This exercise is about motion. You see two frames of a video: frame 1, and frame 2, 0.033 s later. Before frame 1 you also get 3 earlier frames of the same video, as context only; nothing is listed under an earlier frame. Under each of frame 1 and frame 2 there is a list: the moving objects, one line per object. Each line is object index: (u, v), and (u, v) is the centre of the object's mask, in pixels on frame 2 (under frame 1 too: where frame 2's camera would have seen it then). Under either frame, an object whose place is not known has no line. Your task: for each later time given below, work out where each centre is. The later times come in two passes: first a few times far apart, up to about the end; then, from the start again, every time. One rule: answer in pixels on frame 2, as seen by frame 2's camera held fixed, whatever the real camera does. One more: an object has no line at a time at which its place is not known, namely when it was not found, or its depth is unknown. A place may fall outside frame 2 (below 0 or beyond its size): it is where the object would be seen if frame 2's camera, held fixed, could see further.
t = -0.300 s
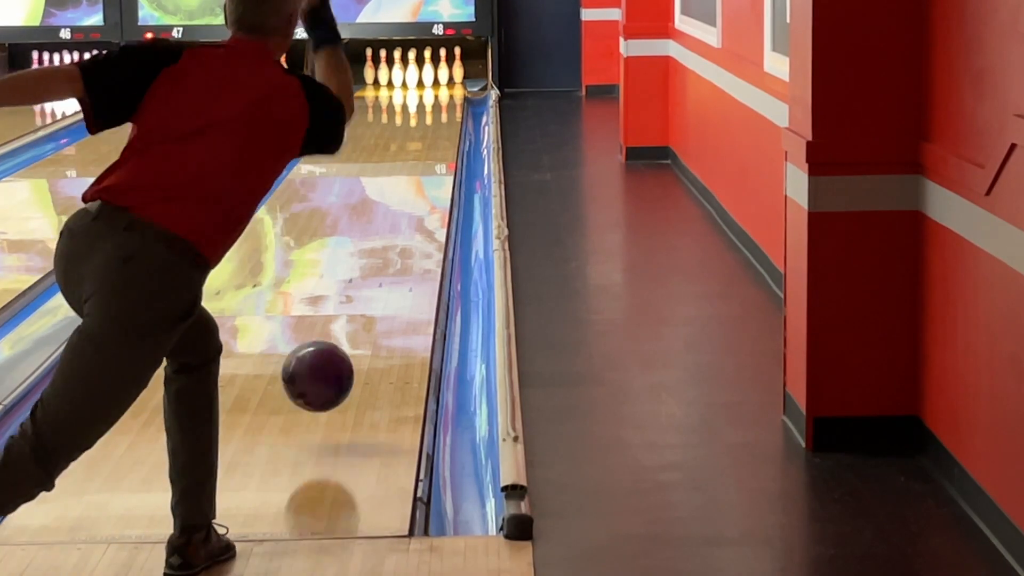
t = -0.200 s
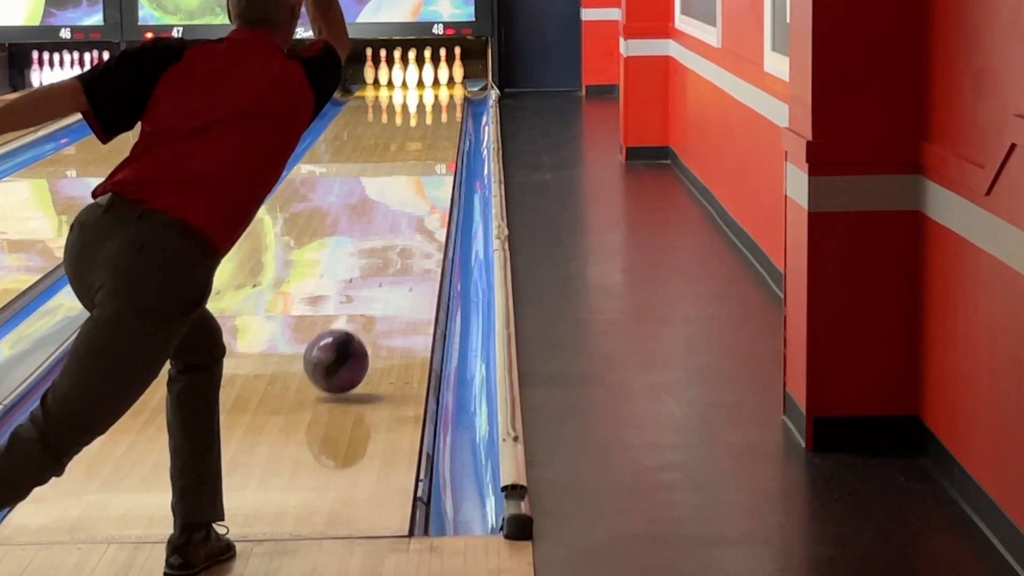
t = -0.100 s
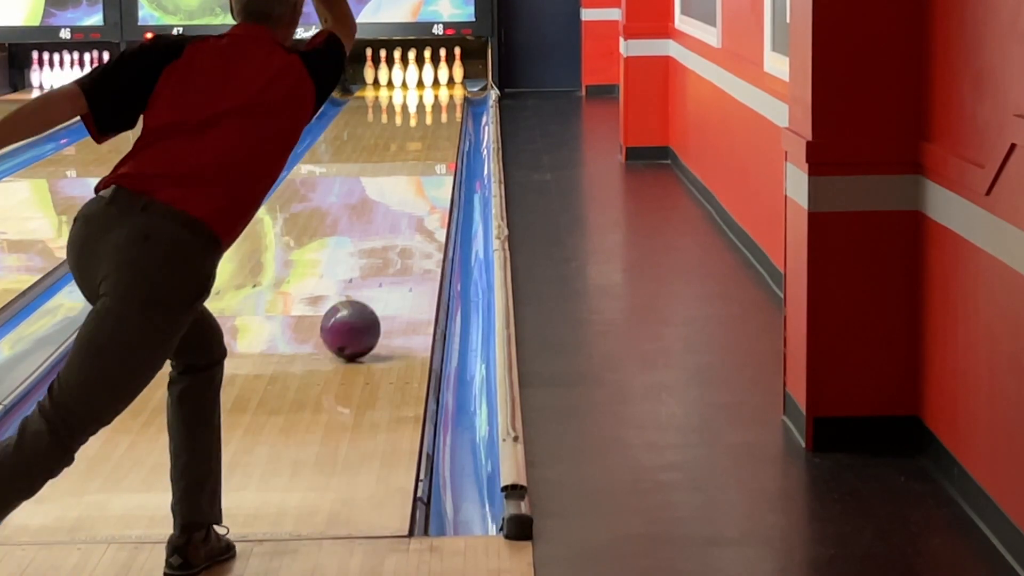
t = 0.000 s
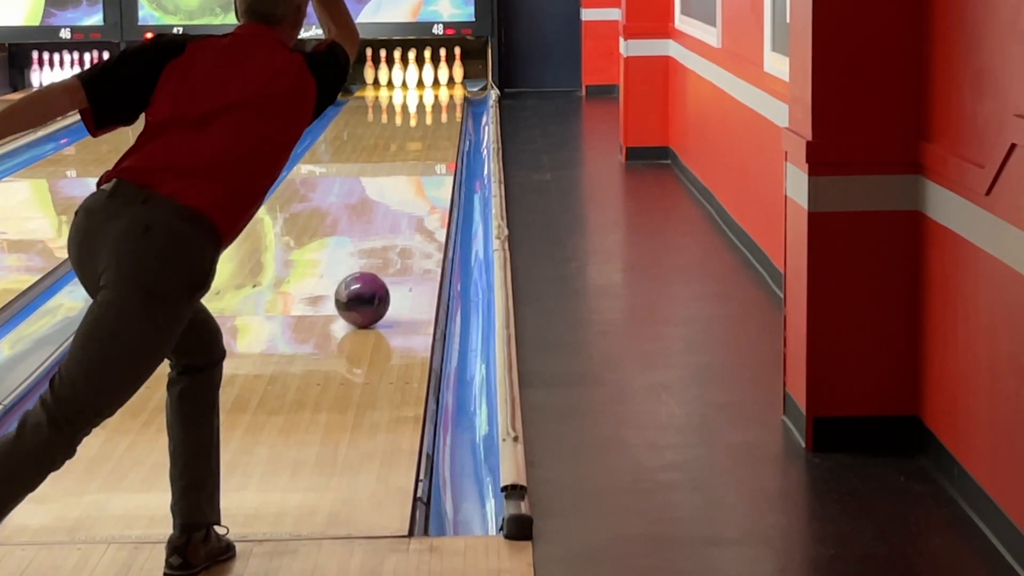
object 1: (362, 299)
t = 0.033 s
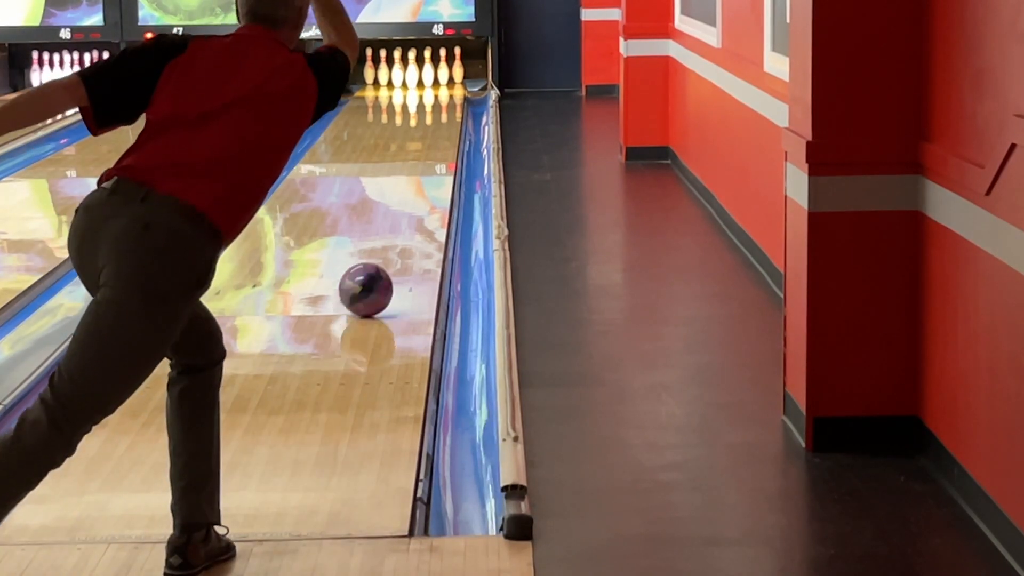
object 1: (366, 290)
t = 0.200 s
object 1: (381, 250)
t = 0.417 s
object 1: (395, 211)
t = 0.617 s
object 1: (405, 182)
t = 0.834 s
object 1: (413, 159)
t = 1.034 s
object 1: (419, 140)
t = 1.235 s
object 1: (422, 124)
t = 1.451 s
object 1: (424, 110)
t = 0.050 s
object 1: (367, 285)
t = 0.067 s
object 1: (369, 281)
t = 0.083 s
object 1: (371, 277)
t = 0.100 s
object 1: (372, 273)
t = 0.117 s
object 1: (374, 269)
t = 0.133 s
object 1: (375, 265)
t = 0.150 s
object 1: (377, 261)
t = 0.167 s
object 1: (378, 258)
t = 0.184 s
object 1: (379, 254)
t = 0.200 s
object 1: (381, 250)
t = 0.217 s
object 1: (382, 247)
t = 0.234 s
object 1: (383, 244)
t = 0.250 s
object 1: (384, 241)
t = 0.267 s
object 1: (386, 237)
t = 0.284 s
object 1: (387, 234)
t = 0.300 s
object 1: (388, 231)
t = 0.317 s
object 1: (389, 228)
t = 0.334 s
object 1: (390, 225)
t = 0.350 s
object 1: (391, 222)
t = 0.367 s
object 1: (392, 219)
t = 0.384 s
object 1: (394, 216)
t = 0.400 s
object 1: (394, 214)
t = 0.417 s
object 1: (395, 211)
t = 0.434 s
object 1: (396, 209)
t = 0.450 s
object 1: (397, 206)
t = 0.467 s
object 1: (398, 203)
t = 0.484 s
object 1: (399, 201)
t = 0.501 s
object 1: (400, 198)
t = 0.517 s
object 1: (400, 196)
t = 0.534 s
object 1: (401, 194)
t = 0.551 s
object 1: (402, 191)
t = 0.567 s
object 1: (403, 189)
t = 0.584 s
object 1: (404, 187)
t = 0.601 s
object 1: (404, 185)
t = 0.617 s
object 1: (405, 182)
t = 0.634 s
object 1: (406, 180)
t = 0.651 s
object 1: (407, 179)
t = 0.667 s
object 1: (407, 177)
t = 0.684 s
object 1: (408, 175)
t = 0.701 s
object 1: (409, 173)
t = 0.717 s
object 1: (409, 171)
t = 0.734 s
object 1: (410, 169)
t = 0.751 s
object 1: (410, 167)
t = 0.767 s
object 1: (411, 165)
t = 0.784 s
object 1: (411, 163)
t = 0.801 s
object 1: (412, 161)
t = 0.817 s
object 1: (413, 160)
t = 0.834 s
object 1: (413, 159)
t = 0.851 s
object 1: (414, 157)
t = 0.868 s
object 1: (414, 155)
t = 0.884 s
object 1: (415, 153)
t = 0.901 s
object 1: (415, 152)
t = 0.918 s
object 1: (416, 150)
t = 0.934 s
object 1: (416, 149)
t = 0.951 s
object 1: (417, 147)
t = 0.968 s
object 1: (417, 146)
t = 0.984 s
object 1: (418, 144)
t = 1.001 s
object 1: (418, 143)
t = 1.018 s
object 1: (418, 141)
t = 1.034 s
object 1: (419, 140)
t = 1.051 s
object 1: (419, 138)
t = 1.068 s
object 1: (419, 137)
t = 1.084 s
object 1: (419, 136)
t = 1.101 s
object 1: (420, 134)
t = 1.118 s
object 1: (420, 133)
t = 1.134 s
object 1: (420, 132)
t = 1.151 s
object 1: (421, 130)
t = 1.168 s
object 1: (421, 129)
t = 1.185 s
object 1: (422, 128)
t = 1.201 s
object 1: (422, 127)
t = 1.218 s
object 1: (422, 125)
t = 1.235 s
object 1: (422, 124)
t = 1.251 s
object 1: (423, 123)
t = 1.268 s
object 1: (423, 122)
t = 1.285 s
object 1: (423, 121)
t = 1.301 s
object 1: (423, 120)
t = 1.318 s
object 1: (423, 119)
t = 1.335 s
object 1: (423, 118)
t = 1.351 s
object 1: (423, 116)
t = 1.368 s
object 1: (424, 115)
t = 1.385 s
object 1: (424, 114)
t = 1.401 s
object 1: (424, 113)
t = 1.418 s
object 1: (424, 112)
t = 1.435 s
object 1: (424, 111)
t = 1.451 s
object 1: (424, 110)
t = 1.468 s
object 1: (425, 109)
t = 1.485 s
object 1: (424, 108)
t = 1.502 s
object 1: (425, 107)
